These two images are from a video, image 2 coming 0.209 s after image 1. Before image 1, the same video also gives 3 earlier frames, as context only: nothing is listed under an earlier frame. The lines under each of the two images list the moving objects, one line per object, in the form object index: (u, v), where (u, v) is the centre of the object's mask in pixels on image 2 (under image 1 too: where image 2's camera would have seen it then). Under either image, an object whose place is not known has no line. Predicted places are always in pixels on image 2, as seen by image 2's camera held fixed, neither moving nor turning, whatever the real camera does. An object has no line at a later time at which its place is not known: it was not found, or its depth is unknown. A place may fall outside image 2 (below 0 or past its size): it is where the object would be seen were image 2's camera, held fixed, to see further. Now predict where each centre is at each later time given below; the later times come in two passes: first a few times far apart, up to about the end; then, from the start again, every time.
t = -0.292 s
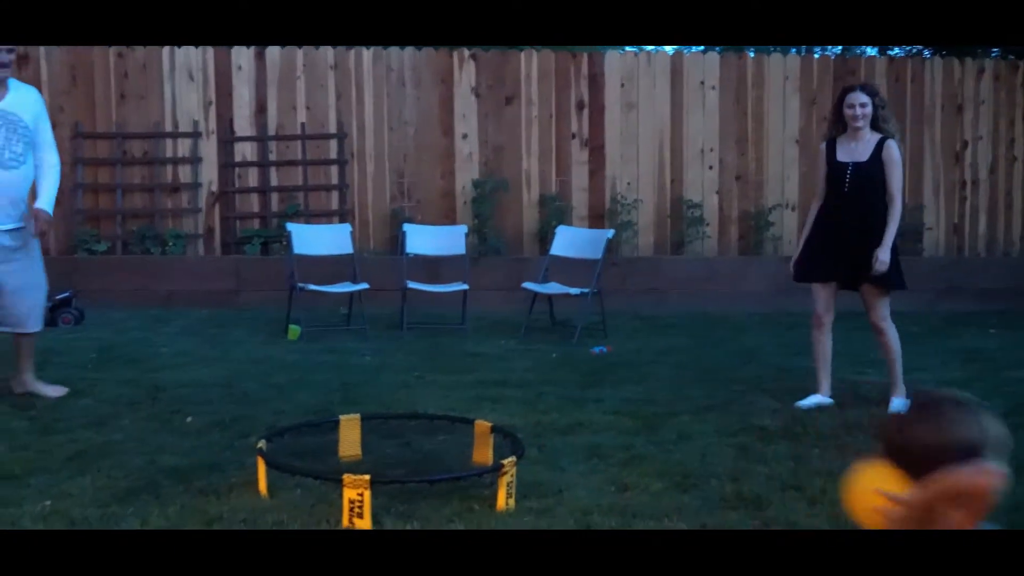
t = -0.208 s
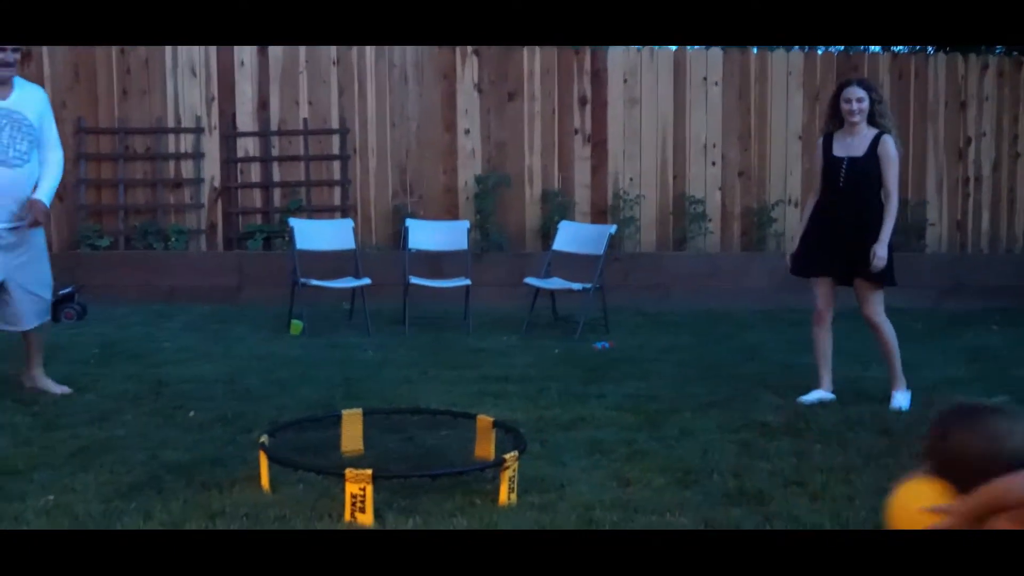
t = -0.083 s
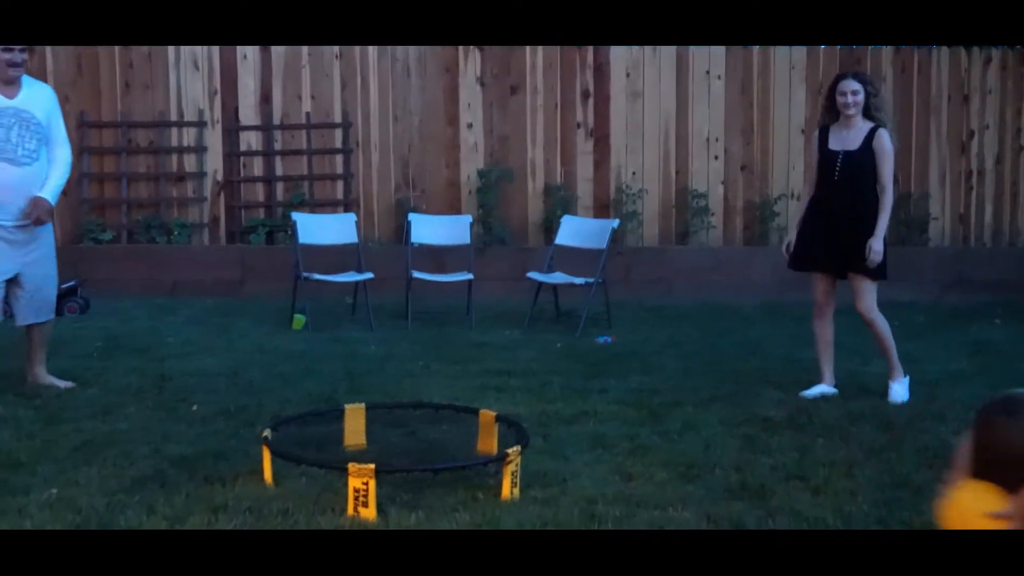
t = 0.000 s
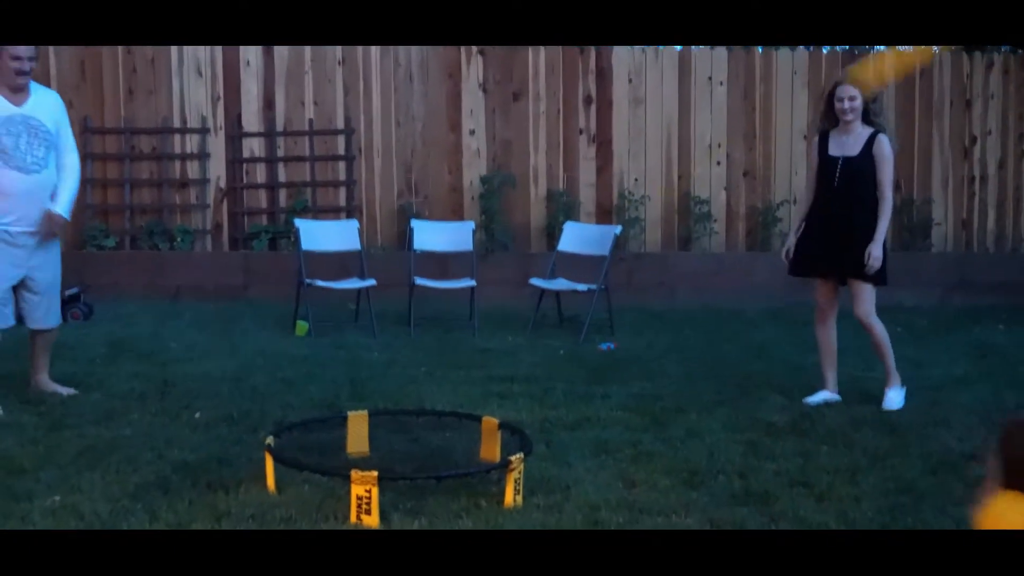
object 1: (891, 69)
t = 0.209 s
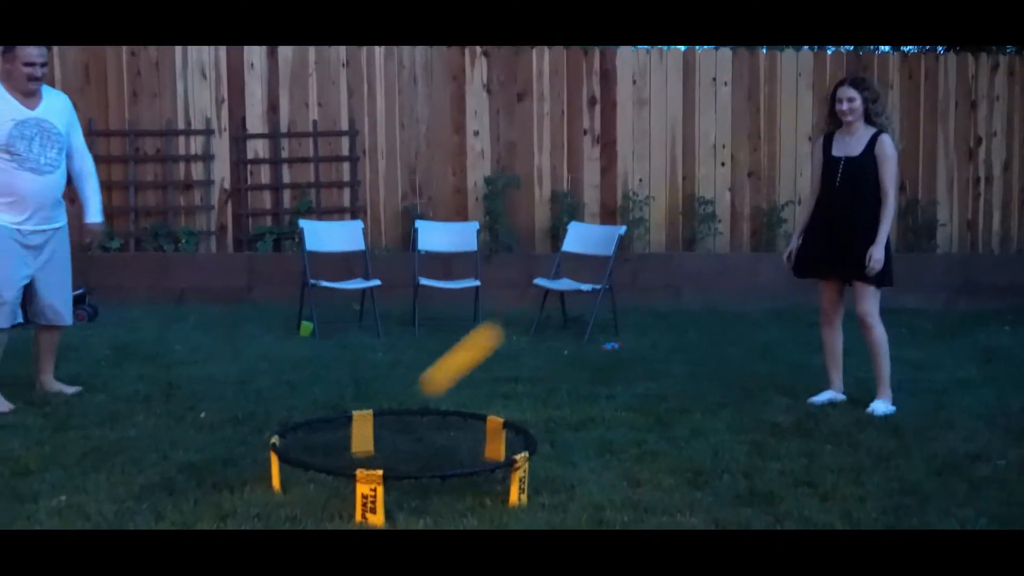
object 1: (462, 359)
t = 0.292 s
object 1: (365, 432)
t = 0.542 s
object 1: (286, 220)
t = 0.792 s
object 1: (221, 170)
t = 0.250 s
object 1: (404, 412)
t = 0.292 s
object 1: (365, 432)
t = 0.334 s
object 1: (350, 385)
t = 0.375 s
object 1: (337, 345)
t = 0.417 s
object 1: (324, 305)
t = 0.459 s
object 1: (311, 273)
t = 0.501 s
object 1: (298, 245)
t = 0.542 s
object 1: (286, 220)
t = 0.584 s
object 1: (274, 201)
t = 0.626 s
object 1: (263, 186)
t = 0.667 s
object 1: (252, 175)
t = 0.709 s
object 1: (242, 171)
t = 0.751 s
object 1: (231, 169)
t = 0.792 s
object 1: (221, 170)
